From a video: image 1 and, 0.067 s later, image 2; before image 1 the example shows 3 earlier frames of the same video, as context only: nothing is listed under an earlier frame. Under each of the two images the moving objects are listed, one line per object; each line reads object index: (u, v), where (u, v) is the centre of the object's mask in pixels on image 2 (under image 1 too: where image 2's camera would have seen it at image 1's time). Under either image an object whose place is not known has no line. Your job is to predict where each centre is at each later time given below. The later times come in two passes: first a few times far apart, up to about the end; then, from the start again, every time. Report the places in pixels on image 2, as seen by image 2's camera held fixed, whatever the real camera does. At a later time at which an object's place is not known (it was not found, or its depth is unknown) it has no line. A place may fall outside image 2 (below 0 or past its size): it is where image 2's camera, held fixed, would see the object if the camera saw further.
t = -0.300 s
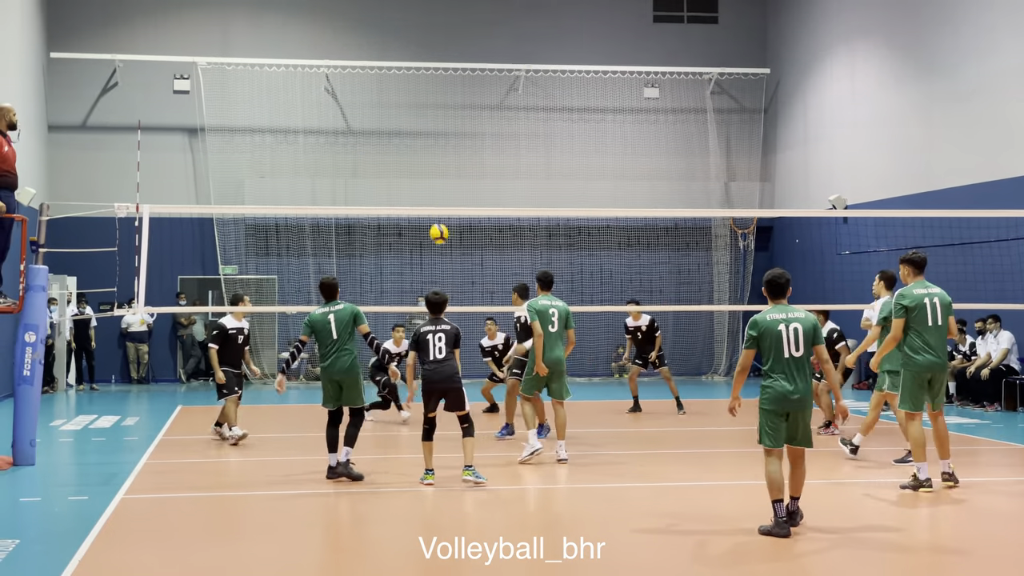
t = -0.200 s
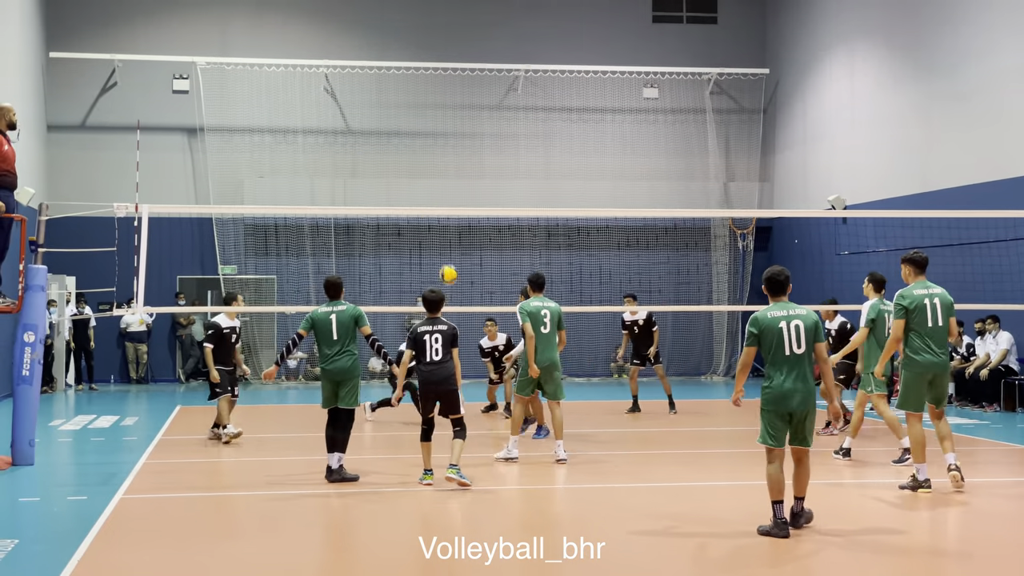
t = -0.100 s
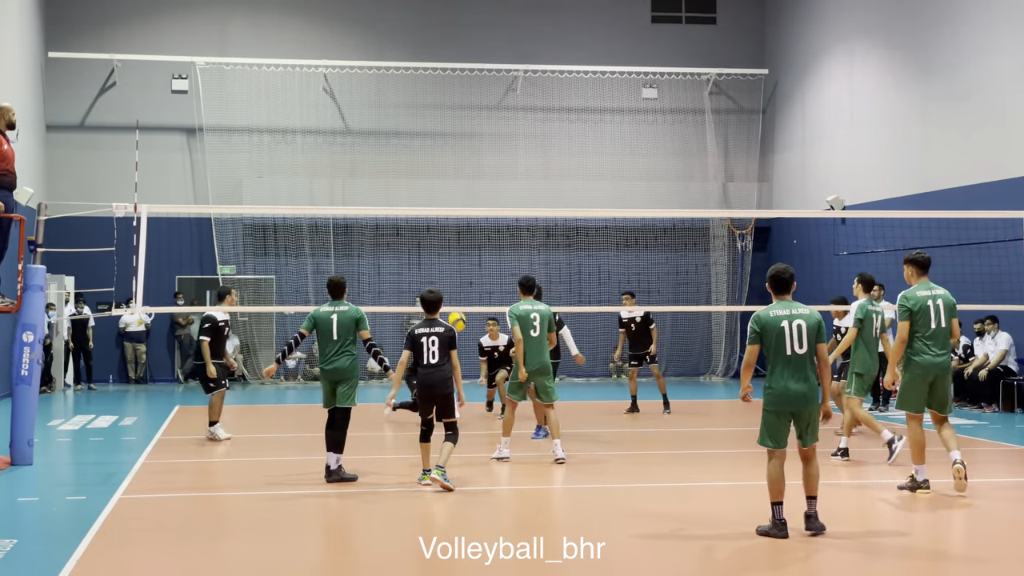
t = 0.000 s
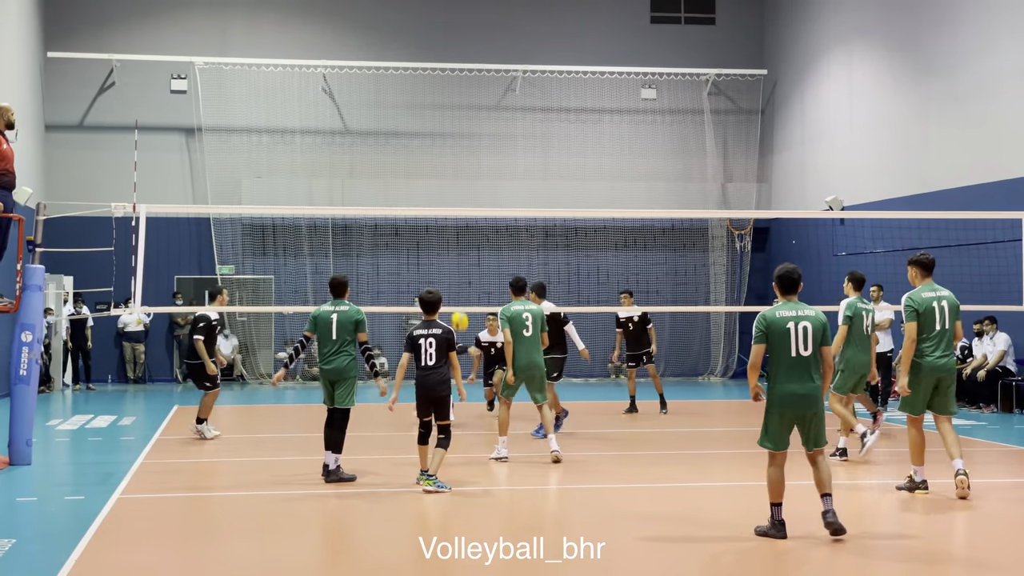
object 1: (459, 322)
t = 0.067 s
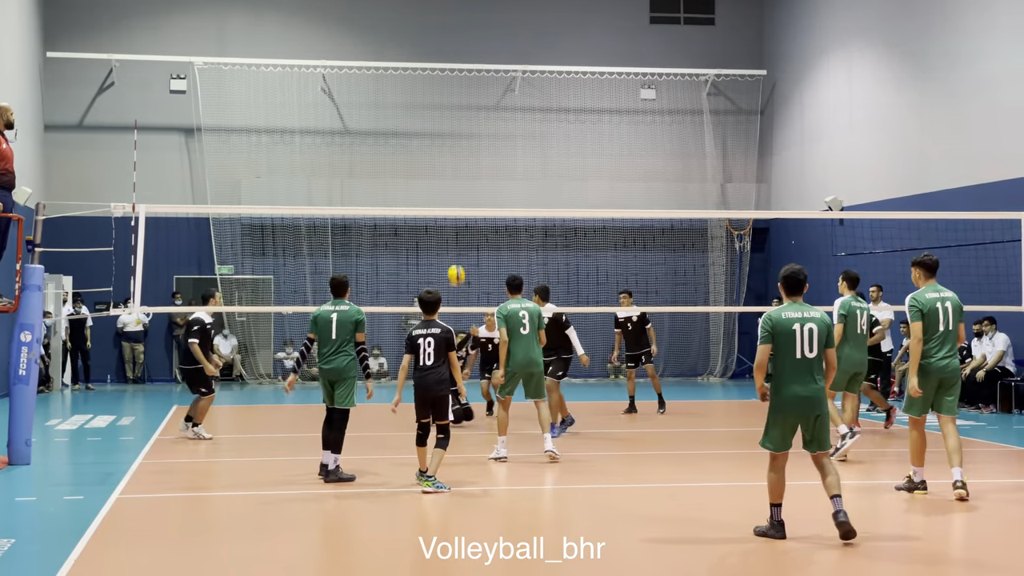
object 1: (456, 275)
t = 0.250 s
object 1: (446, 168)
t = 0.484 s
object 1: (433, 75)
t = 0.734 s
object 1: (419, 24)
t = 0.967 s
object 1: (406, 21)
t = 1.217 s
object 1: (392, 66)
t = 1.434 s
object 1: (380, 145)
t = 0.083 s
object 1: (455, 265)
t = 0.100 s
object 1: (454, 253)
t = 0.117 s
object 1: (454, 244)
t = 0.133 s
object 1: (452, 233)
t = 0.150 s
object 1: (452, 224)
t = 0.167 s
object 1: (451, 214)
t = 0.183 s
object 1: (450, 202)
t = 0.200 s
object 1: (449, 194)
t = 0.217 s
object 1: (448, 186)
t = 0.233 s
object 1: (447, 177)
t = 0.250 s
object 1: (446, 168)
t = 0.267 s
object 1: (446, 161)
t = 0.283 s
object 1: (445, 152)
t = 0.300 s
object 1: (443, 144)
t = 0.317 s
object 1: (443, 137)
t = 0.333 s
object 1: (442, 130)
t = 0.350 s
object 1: (440, 123)
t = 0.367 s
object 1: (440, 116)
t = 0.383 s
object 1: (439, 109)
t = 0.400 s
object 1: (438, 103)
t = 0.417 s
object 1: (437, 97)
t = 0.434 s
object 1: (436, 91)
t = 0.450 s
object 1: (435, 85)
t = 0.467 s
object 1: (434, 80)
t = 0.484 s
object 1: (433, 75)
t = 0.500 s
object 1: (432, 71)
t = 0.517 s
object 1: (432, 65)
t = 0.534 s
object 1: (431, 61)
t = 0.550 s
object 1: (429, 56)
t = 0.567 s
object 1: (429, 52)
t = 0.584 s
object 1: (427, 48)
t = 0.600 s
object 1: (427, 45)
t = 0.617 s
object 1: (426, 42)
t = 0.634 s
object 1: (425, 38)
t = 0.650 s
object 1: (424, 35)
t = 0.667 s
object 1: (423, 33)
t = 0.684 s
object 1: (422, 30)
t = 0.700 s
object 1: (421, 28)
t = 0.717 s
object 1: (420, 26)
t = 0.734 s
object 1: (419, 24)
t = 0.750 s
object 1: (418, 22)
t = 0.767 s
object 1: (417, 21)
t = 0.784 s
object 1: (416, 20)
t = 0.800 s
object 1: (415, 19)
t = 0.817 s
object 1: (414, 18)
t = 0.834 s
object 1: (413, 18)
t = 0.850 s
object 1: (412, 17)
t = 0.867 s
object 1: (412, 17)
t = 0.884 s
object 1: (411, 17)
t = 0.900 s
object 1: (410, 18)
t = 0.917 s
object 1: (409, 19)
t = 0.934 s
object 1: (408, 19)
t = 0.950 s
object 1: (407, 20)
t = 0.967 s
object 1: (406, 21)
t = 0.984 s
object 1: (405, 23)
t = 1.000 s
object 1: (404, 25)
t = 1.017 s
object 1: (403, 26)
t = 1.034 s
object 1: (402, 29)
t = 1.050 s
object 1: (401, 31)
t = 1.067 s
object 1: (400, 34)
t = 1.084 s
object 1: (400, 36)
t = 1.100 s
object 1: (399, 39)
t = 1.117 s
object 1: (398, 43)
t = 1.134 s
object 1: (397, 46)
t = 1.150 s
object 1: (396, 49)
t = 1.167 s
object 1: (395, 53)
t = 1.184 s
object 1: (394, 57)
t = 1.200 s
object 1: (393, 62)
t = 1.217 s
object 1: (392, 66)
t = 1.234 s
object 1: (391, 72)
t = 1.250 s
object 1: (390, 77)
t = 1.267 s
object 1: (389, 81)
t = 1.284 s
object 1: (388, 87)
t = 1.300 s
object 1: (388, 92)
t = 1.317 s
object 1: (387, 98)
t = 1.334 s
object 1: (385, 104)
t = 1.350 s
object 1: (384, 110)
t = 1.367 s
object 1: (383, 116)
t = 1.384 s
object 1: (382, 124)
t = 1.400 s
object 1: (381, 131)
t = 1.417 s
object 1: (381, 137)
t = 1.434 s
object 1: (380, 145)
